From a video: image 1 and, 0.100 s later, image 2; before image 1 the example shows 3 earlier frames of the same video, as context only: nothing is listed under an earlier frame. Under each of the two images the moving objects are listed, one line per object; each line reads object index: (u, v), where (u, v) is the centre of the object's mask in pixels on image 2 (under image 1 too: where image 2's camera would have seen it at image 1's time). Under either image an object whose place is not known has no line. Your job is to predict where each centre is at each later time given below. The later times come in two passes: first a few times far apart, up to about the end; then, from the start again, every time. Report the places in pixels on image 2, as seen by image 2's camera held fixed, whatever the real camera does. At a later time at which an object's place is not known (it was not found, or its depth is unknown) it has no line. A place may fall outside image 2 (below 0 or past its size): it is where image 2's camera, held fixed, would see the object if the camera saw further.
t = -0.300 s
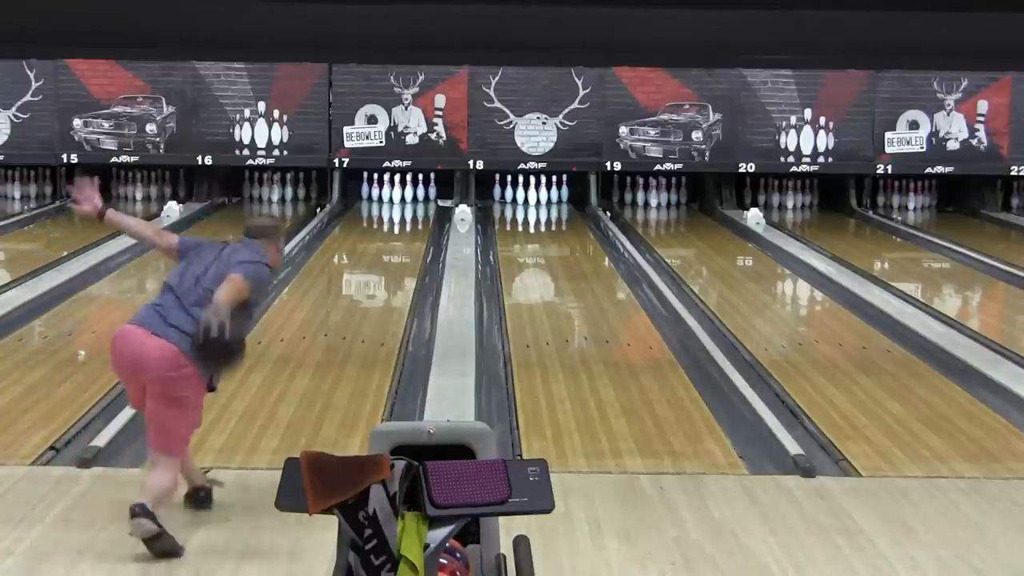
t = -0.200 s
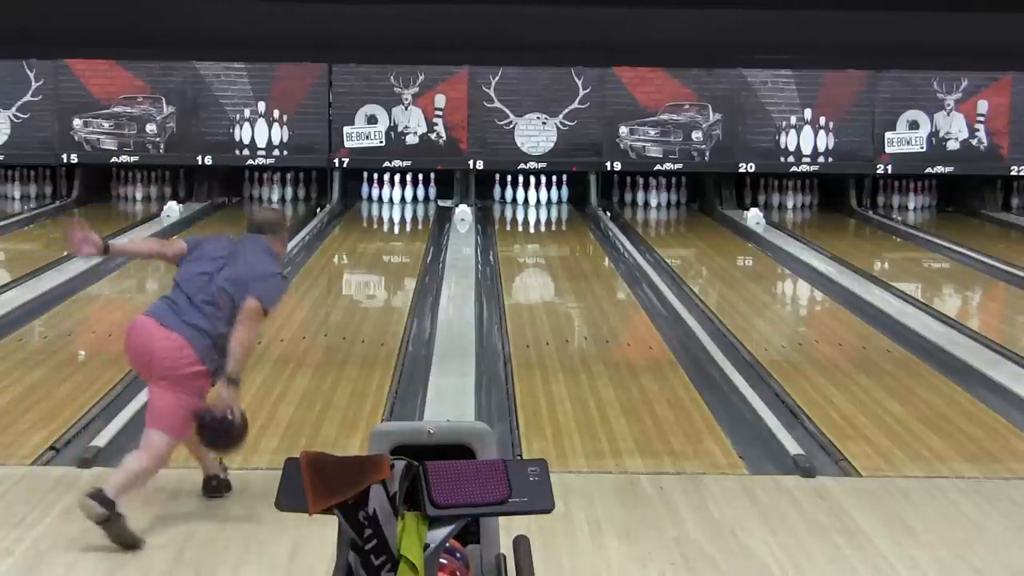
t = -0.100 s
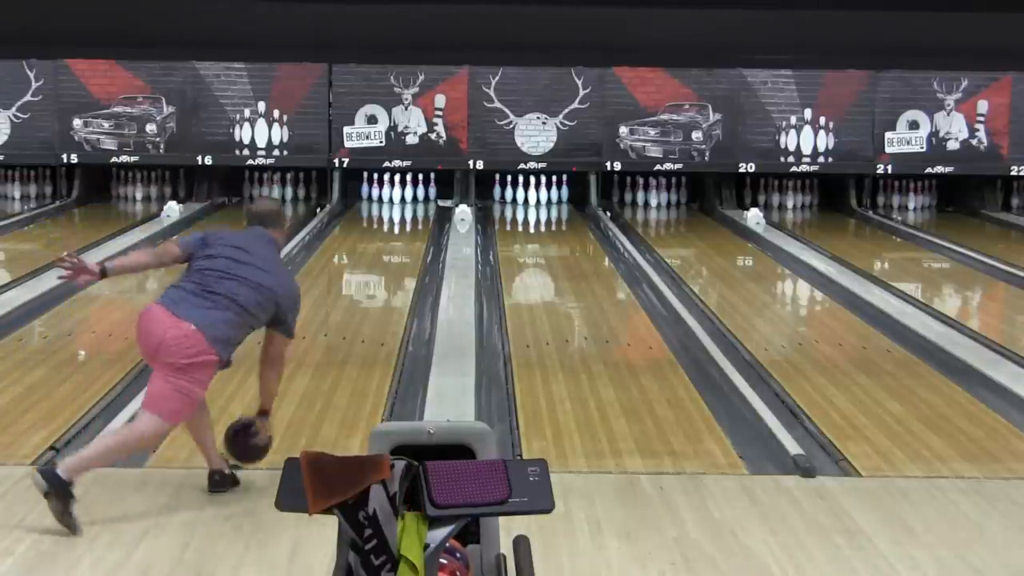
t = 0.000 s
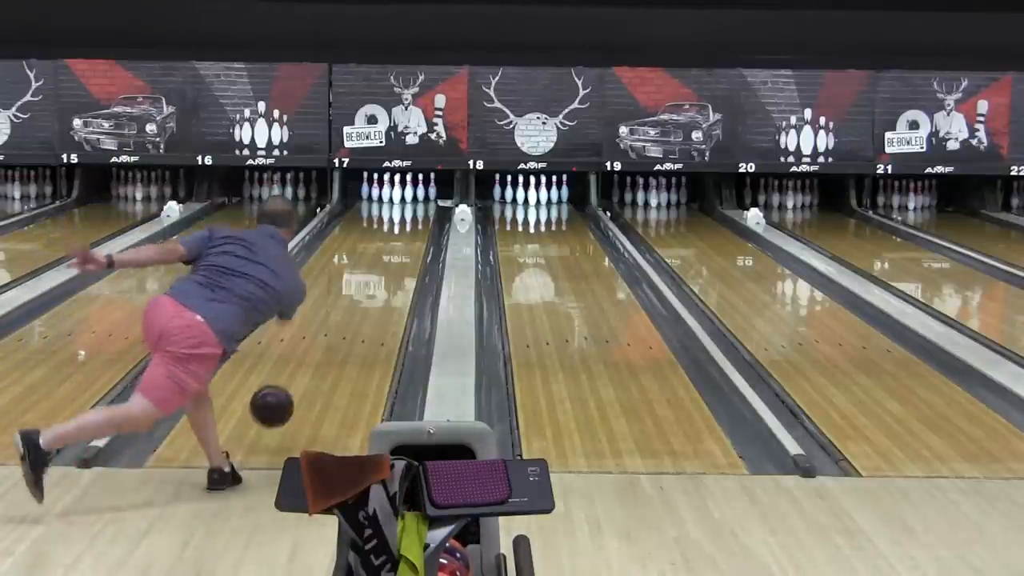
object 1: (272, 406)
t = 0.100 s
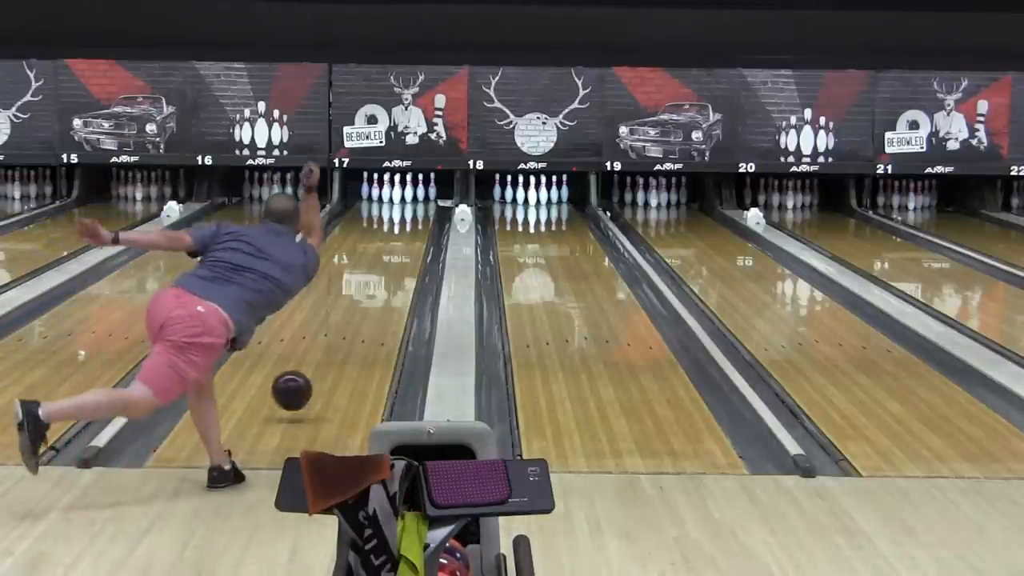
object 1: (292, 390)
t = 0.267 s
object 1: (319, 361)
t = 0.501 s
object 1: (347, 321)
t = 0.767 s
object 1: (370, 286)
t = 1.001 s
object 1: (385, 262)
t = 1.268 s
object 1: (398, 241)
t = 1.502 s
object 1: (405, 227)
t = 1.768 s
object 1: (409, 213)
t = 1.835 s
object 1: (409, 211)
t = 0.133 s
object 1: (298, 389)
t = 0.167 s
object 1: (303, 383)
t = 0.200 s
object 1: (309, 375)
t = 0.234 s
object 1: (314, 368)
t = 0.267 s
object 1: (319, 361)
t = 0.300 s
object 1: (323, 354)
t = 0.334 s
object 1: (328, 348)
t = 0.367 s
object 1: (332, 342)
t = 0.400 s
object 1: (337, 336)
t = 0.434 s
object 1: (342, 331)
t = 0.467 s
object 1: (344, 325)
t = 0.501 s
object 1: (347, 321)
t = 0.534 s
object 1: (351, 315)
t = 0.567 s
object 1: (354, 311)
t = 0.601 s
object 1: (357, 307)
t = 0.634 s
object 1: (360, 302)
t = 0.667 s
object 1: (363, 297)
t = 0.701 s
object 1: (366, 293)
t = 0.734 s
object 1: (368, 290)
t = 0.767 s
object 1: (370, 286)
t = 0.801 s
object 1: (373, 282)
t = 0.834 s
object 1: (375, 278)
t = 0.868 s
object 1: (377, 275)
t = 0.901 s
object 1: (380, 272)
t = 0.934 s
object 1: (382, 268)
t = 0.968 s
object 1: (384, 265)
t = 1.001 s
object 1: (385, 262)
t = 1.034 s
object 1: (387, 260)
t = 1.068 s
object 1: (389, 257)
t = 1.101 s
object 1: (391, 254)
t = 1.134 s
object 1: (392, 252)
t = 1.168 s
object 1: (394, 248)
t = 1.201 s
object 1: (395, 246)
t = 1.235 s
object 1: (396, 244)
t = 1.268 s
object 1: (398, 241)
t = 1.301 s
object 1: (399, 239)
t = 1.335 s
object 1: (400, 237)
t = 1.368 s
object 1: (401, 235)
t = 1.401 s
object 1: (402, 233)
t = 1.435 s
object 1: (404, 230)
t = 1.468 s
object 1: (404, 229)
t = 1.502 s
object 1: (405, 227)
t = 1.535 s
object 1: (406, 225)
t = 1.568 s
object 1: (407, 223)
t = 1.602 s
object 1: (408, 221)
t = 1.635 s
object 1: (408, 220)
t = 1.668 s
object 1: (409, 218)
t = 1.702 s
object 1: (409, 216)
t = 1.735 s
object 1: (409, 215)
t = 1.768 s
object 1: (409, 213)
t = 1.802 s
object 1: (409, 212)
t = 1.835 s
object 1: (409, 211)
